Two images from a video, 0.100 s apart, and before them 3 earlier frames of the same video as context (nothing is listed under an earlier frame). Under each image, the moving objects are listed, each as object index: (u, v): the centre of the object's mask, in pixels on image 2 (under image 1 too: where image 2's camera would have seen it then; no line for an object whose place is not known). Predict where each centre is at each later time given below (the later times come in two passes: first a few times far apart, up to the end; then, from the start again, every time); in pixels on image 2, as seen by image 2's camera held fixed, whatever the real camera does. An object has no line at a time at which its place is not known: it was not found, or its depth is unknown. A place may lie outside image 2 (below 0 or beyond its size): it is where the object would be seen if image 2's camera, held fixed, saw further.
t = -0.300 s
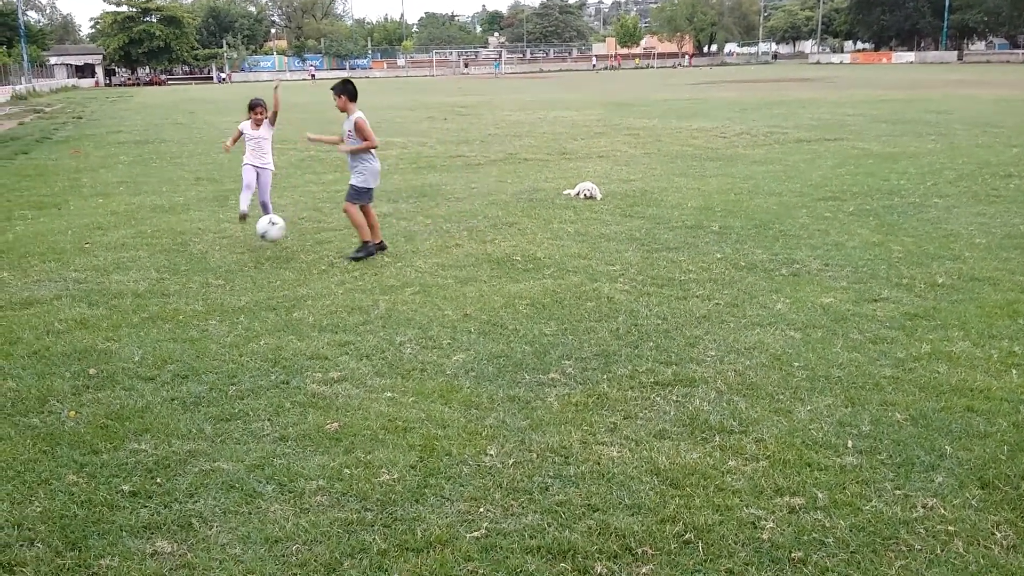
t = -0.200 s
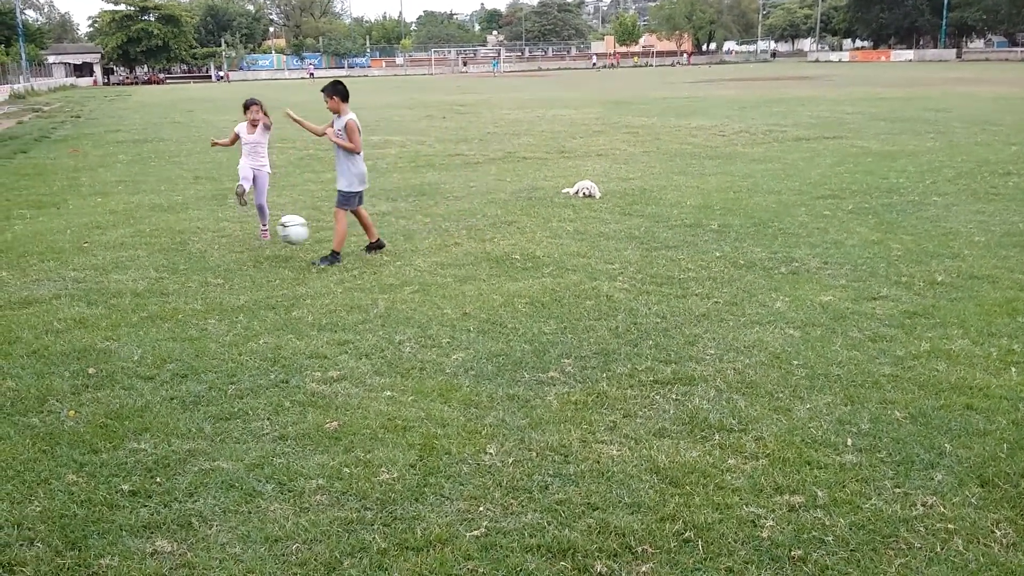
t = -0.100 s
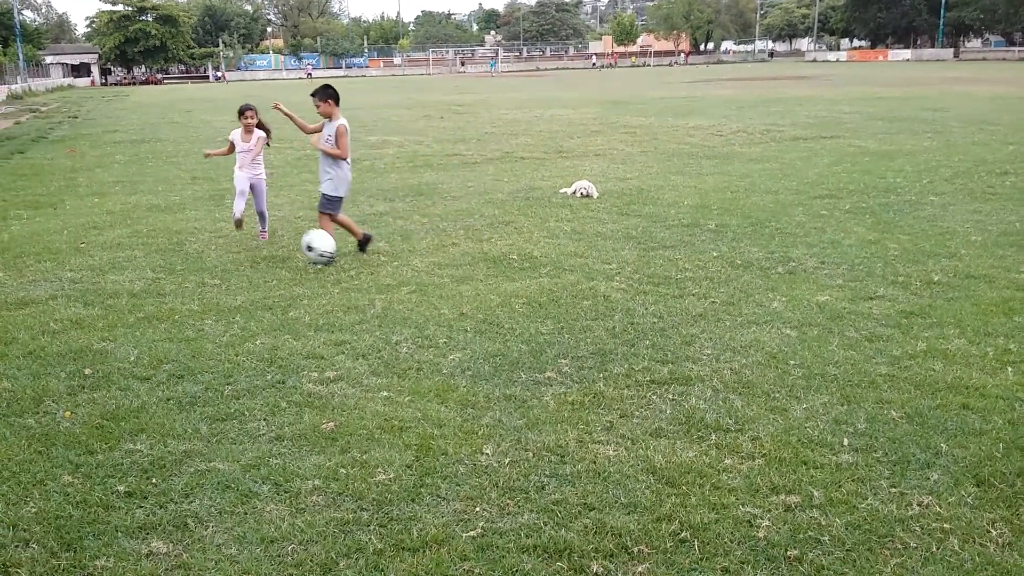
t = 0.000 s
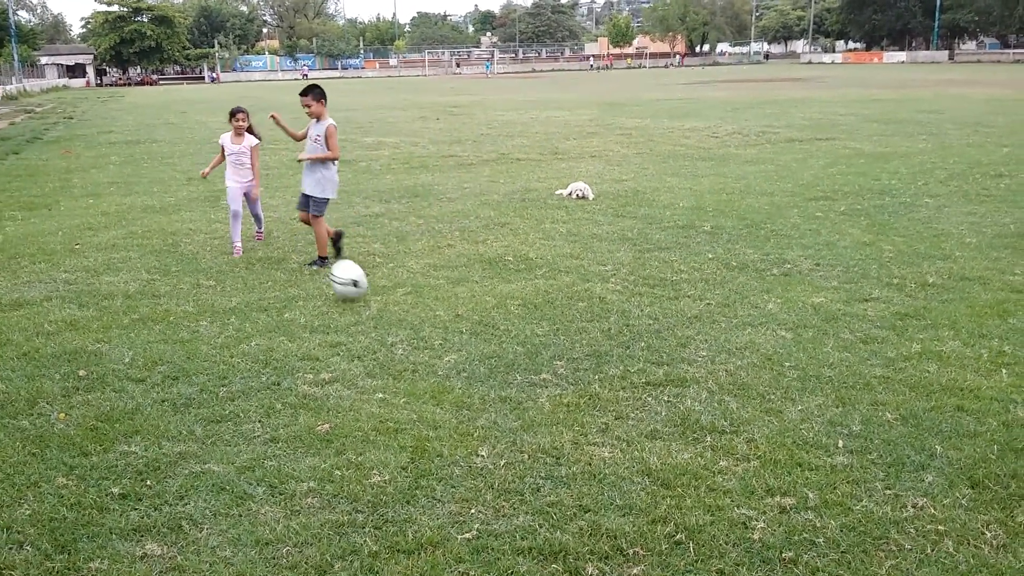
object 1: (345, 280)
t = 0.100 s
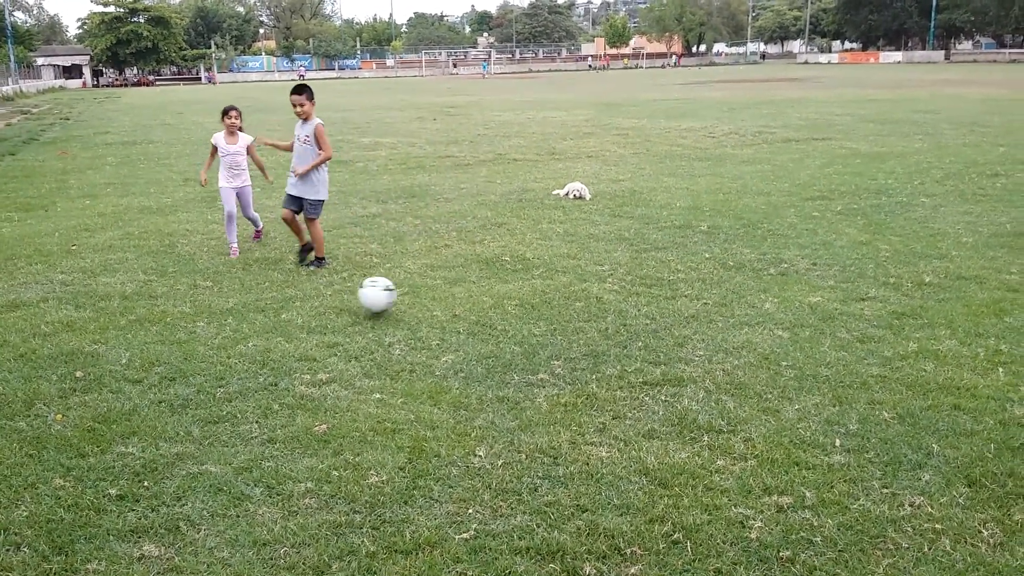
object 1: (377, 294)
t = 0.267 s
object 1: (431, 318)
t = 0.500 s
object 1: (509, 359)
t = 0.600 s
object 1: (541, 379)
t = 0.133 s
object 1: (386, 296)
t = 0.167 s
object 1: (397, 299)
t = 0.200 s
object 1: (408, 303)
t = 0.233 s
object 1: (420, 310)
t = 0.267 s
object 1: (431, 318)
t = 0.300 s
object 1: (445, 331)
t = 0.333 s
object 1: (458, 342)
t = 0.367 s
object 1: (468, 344)
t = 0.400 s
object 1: (478, 344)
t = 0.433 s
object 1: (488, 346)
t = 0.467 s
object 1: (498, 351)
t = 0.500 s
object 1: (509, 359)
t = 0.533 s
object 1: (521, 368)
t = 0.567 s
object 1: (532, 378)
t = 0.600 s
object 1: (541, 379)
